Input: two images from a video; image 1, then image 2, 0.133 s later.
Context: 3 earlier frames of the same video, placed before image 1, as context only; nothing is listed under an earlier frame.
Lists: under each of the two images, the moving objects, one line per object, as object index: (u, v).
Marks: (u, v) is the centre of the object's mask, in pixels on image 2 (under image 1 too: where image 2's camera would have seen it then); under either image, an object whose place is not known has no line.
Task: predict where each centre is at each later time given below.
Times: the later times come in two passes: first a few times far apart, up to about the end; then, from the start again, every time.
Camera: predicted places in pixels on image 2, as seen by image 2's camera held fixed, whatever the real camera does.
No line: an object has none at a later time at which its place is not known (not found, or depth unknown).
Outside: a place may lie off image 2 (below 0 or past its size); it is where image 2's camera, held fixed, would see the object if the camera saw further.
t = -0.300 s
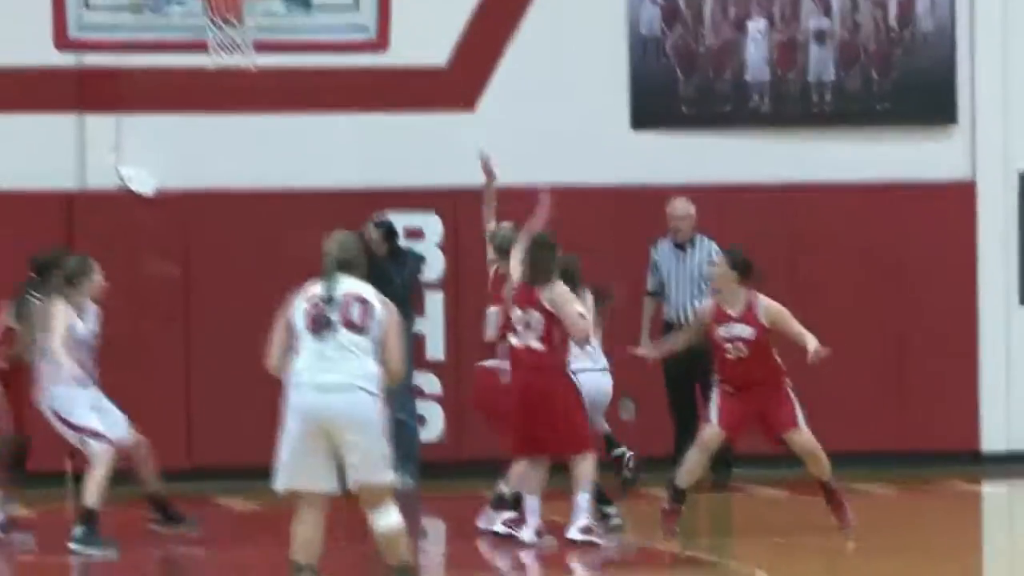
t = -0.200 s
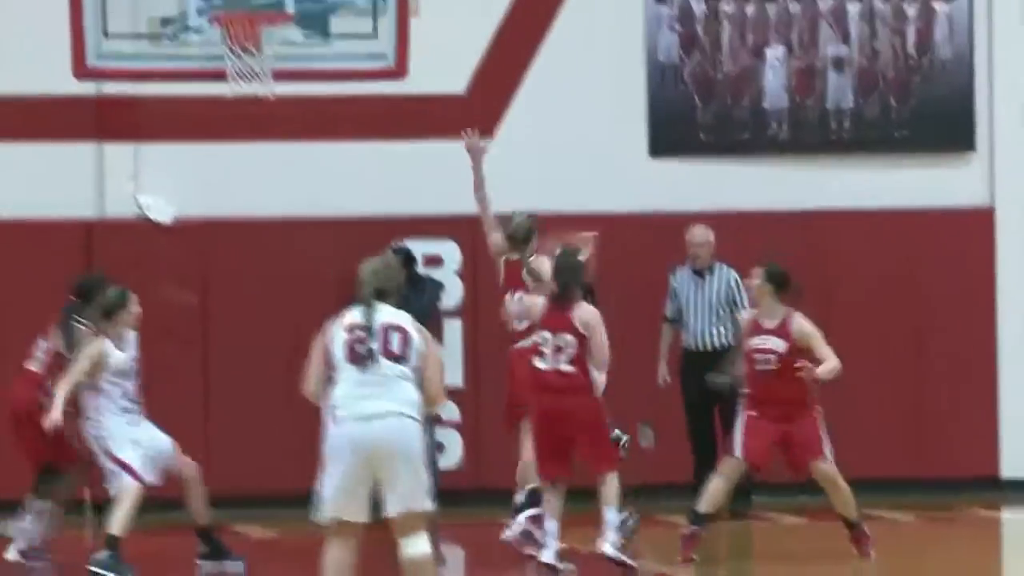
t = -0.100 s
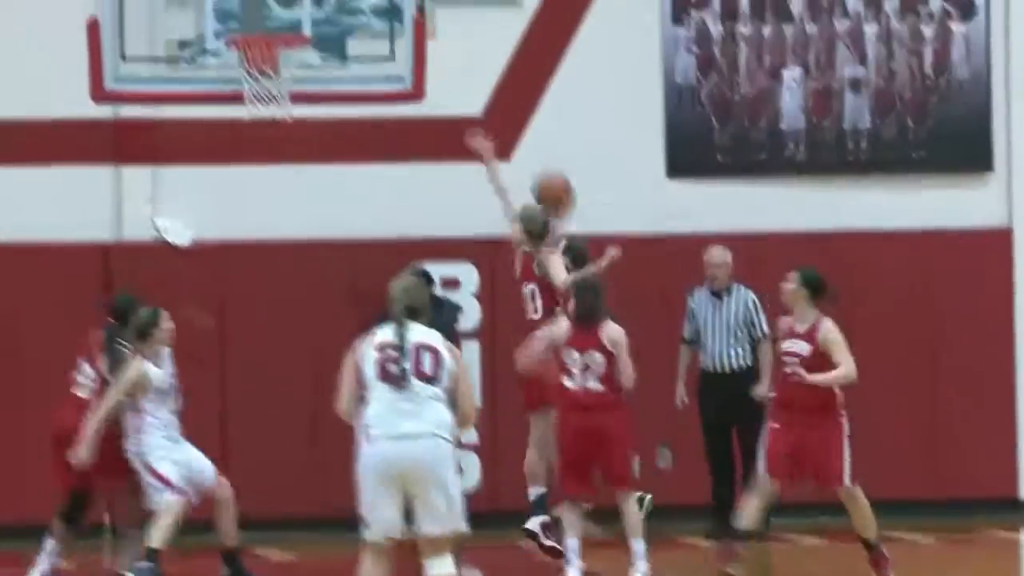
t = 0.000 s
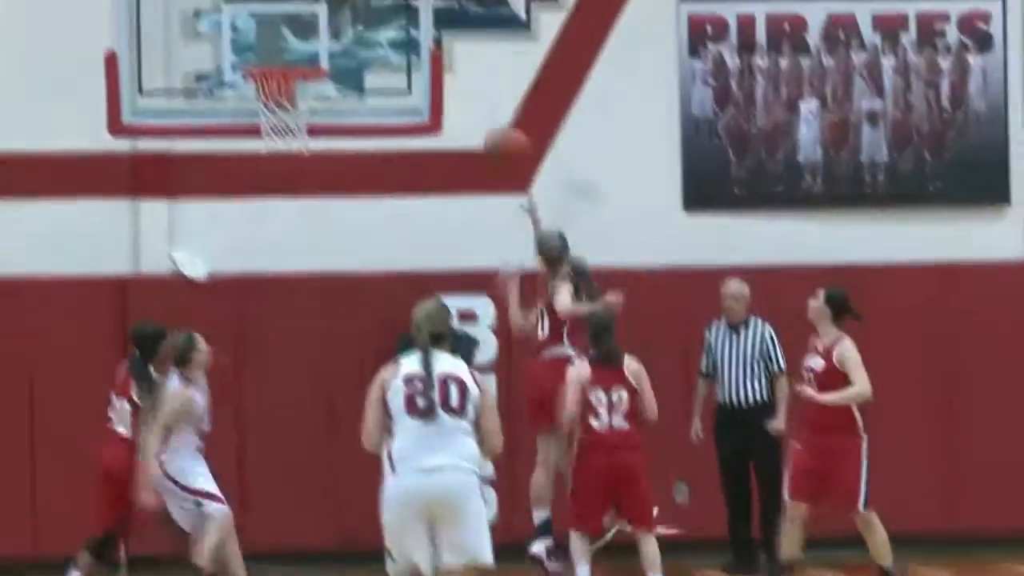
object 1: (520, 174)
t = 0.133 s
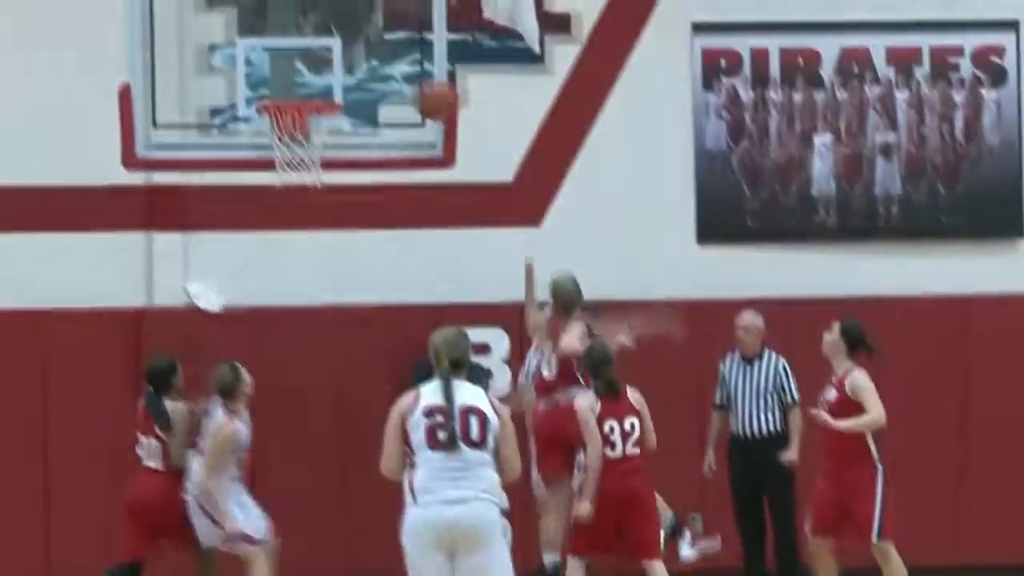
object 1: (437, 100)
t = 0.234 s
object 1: (374, 62)
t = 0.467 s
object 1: (303, 59)
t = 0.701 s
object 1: (286, 63)
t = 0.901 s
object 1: (302, 84)
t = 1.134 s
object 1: (318, 184)
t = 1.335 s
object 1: (323, 324)
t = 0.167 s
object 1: (414, 86)
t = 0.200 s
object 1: (392, 72)
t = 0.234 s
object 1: (374, 62)
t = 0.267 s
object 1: (363, 56)
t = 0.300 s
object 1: (354, 52)
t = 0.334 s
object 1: (343, 50)
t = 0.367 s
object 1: (336, 49)
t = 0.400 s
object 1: (322, 49)
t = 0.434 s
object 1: (315, 54)
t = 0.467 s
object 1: (303, 59)
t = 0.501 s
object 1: (291, 66)
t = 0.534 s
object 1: (284, 77)
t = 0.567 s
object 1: (278, 83)
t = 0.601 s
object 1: (280, 76)
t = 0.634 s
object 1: (281, 70)
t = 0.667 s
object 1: (283, 67)
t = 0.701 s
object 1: (286, 63)
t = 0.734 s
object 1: (287, 63)
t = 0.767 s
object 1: (289, 63)
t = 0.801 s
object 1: (292, 65)
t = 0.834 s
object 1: (293, 67)
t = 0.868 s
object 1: (297, 74)
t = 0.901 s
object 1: (302, 84)
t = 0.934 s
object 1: (304, 92)
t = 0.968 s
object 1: (308, 103)
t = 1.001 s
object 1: (309, 122)
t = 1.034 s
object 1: (315, 133)
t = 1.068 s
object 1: (313, 149)
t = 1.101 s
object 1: (317, 175)
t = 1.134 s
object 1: (318, 184)
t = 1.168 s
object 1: (319, 199)
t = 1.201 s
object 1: (320, 223)
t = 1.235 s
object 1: (321, 248)
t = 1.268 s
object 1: (322, 271)
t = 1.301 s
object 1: (323, 292)
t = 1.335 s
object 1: (323, 324)
